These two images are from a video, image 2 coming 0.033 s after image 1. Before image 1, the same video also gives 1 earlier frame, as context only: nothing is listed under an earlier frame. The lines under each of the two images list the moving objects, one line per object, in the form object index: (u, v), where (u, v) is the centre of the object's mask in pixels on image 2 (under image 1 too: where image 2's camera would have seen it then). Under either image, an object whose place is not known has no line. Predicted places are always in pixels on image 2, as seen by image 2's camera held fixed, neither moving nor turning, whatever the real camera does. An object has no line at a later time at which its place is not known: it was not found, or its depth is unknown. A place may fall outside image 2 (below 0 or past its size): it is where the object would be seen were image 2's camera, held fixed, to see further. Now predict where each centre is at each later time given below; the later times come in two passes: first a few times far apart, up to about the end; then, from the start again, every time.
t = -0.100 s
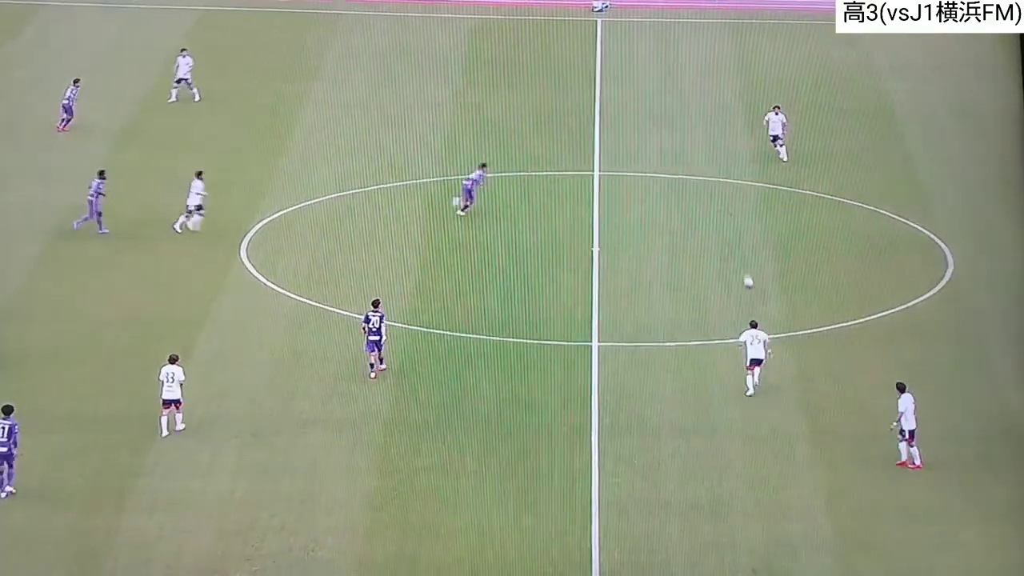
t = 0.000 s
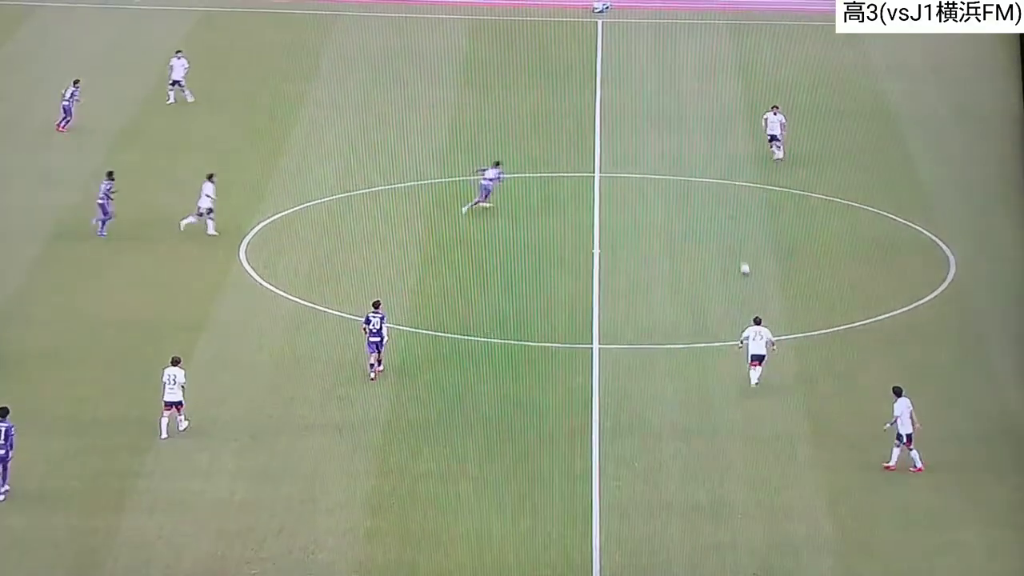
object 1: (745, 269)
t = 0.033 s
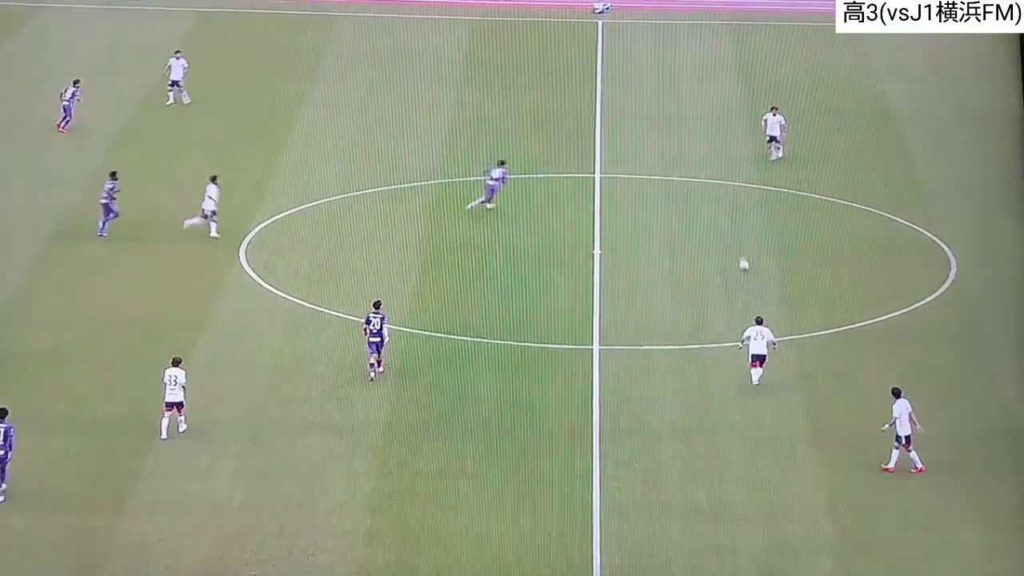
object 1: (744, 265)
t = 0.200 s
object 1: (736, 244)
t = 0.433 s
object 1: (725, 222)
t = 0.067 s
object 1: (743, 260)
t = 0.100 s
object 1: (740, 256)
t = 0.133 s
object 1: (740, 252)
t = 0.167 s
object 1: (738, 248)
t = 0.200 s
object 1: (736, 244)
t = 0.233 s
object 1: (735, 241)
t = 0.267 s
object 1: (734, 237)
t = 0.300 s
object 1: (732, 233)
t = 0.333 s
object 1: (730, 230)
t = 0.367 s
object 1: (729, 228)
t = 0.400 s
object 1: (727, 225)
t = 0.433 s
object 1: (725, 222)
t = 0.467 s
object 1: (724, 219)
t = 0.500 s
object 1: (723, 216)
